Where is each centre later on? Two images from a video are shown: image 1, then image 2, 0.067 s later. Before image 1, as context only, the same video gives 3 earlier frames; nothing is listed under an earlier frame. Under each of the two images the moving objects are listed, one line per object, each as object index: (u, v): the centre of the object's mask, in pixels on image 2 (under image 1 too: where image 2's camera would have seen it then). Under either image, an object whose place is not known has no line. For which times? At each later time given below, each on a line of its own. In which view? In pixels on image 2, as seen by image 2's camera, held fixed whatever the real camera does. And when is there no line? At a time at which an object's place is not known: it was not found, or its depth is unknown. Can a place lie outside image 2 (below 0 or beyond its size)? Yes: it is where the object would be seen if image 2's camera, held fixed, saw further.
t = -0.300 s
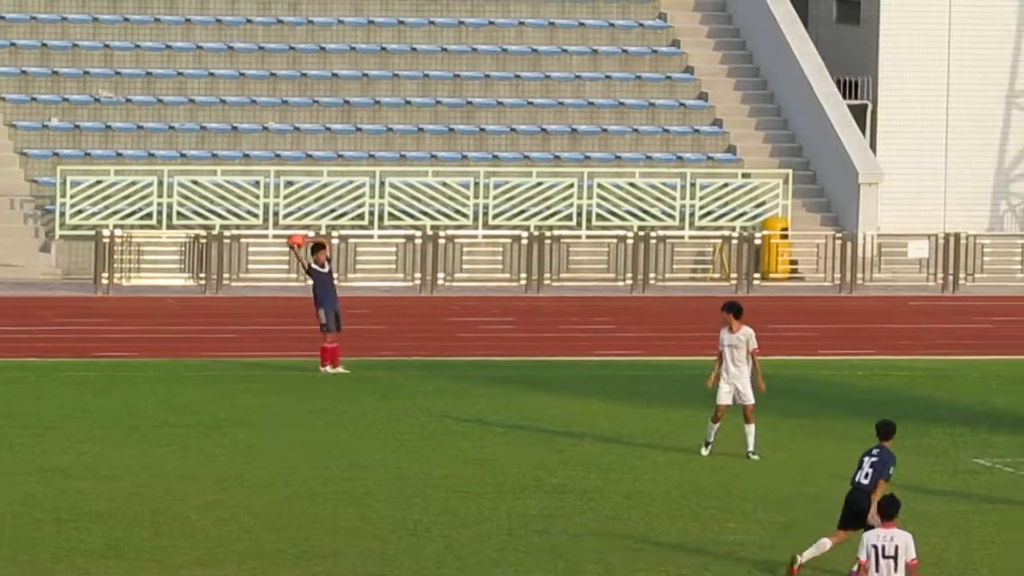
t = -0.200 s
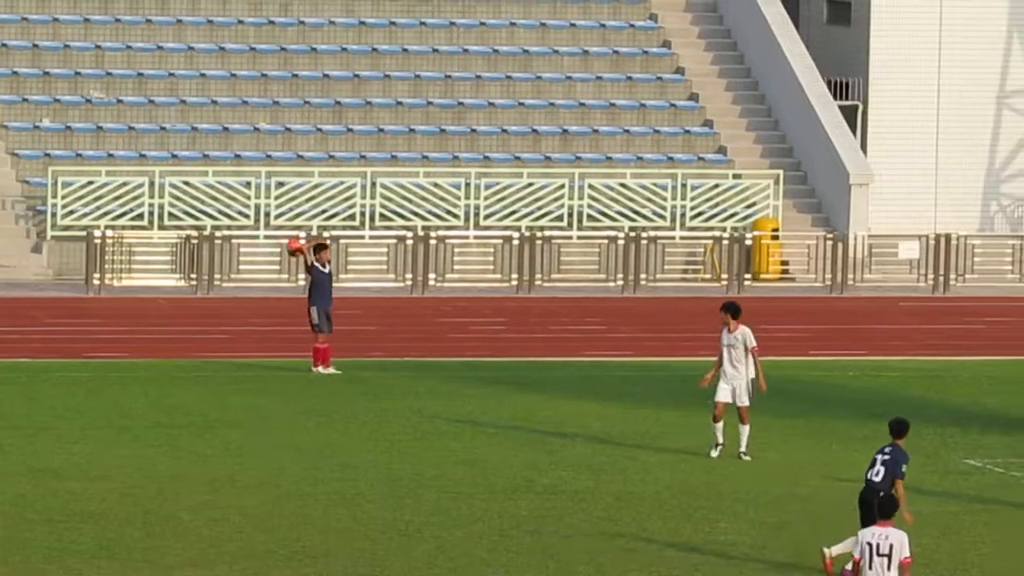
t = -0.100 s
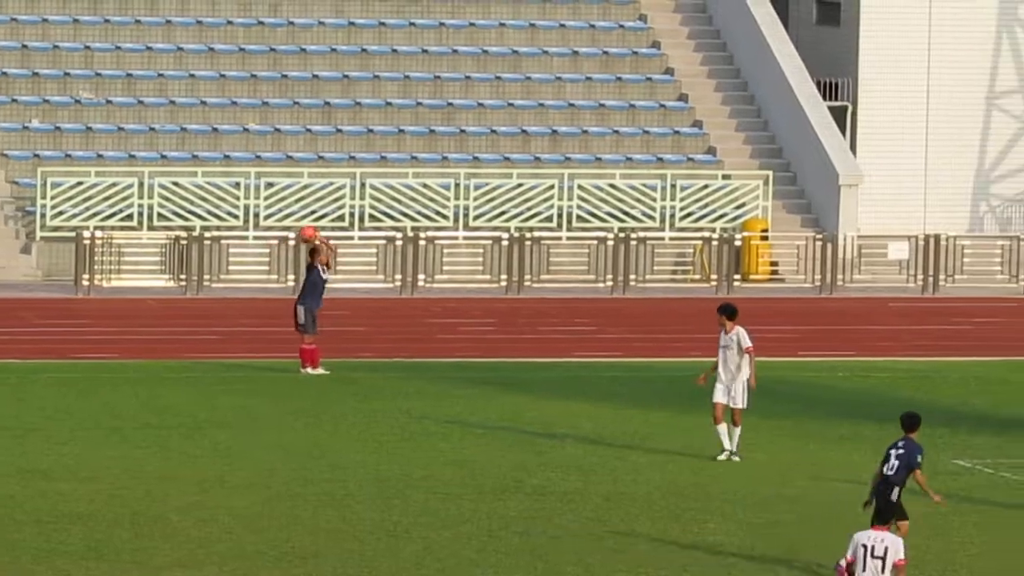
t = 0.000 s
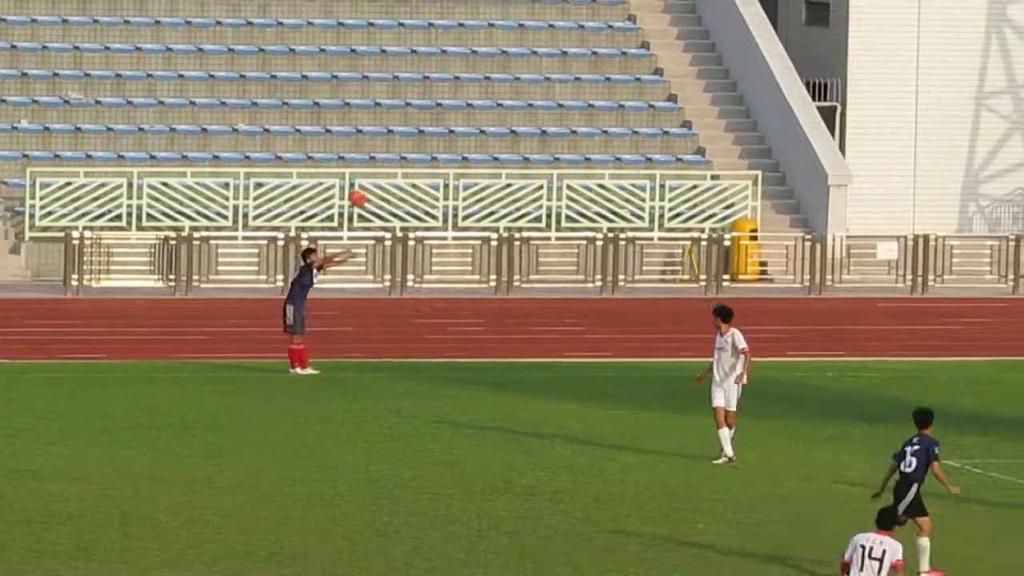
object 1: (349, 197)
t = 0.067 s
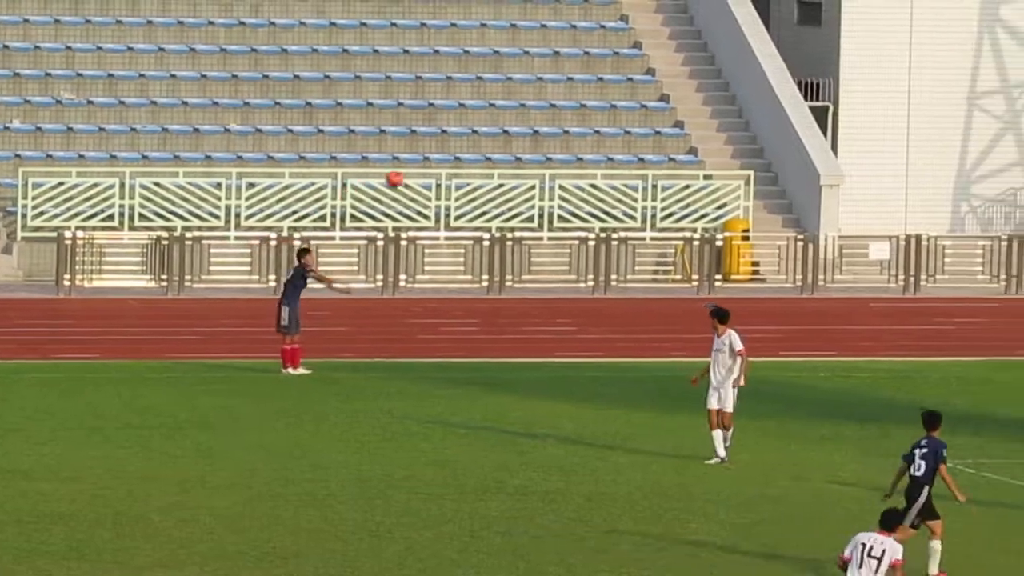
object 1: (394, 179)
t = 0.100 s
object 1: (417, 170)
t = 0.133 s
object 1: (439, 163)
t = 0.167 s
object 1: (461, 156)
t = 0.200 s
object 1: (483, 151)
